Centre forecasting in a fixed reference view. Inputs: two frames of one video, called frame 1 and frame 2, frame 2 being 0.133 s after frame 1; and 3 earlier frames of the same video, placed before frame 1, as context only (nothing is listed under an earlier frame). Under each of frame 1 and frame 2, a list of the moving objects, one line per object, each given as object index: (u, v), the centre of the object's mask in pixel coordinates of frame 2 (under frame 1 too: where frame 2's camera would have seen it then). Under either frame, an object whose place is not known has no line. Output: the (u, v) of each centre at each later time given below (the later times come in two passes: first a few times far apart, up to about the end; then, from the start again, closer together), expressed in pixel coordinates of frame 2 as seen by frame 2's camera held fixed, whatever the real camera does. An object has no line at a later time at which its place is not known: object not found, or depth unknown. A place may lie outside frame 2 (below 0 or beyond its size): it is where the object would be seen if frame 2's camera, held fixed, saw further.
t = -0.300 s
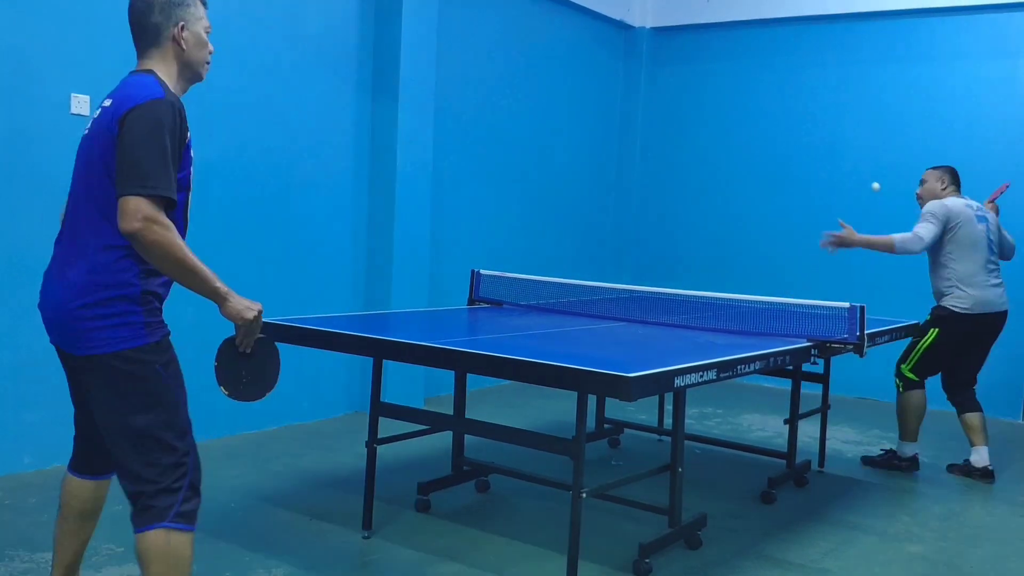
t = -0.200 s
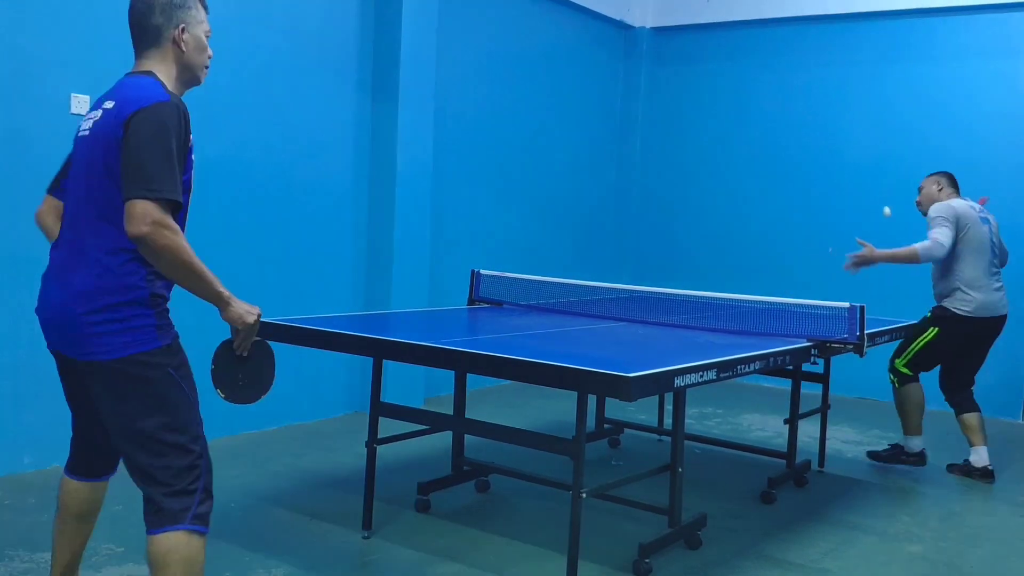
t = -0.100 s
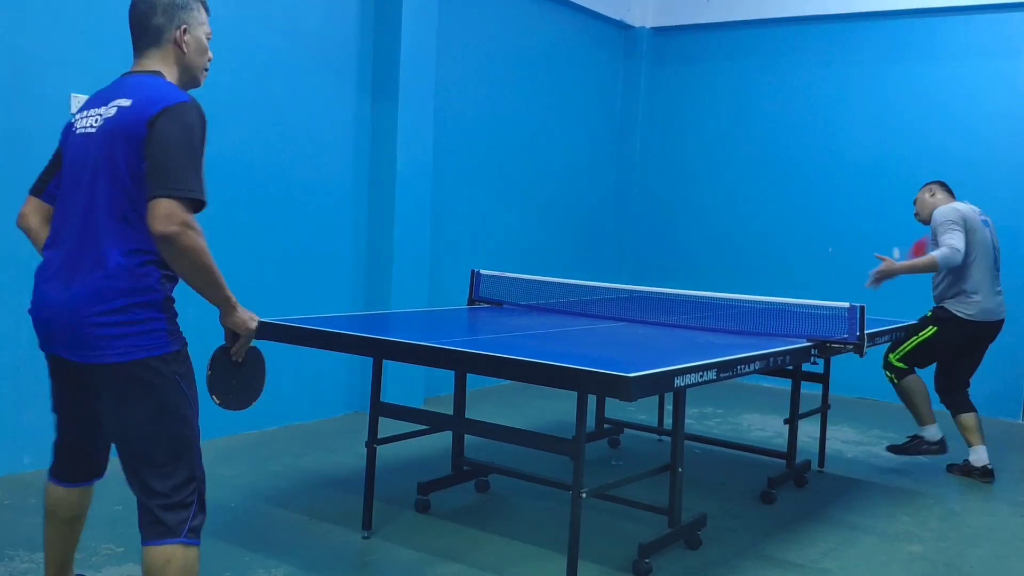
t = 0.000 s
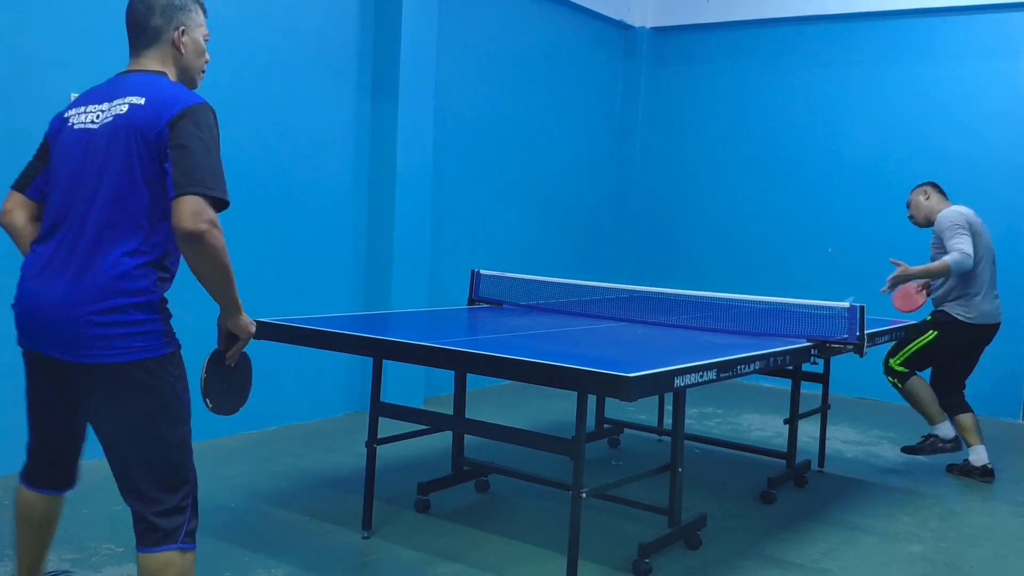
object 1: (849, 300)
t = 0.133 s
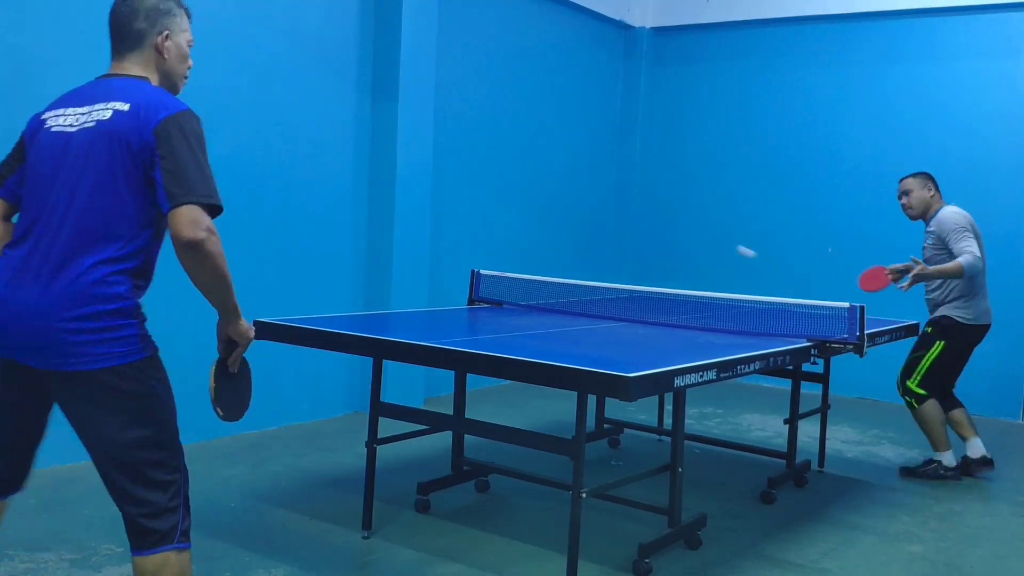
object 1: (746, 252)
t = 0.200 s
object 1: (691, 231)
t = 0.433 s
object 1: (467, 231)
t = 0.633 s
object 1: (250, 291)
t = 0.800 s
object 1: (119, 224)
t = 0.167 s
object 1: (719, 241)
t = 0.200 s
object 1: (691, 231)
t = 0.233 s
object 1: (662, 224)
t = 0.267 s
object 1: (632, 219)
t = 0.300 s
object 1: (601, 216)
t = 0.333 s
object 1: (569, 216)
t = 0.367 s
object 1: (536, 218)
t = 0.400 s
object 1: (502, 224)
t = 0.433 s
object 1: (467, 231)
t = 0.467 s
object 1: (431, 242)
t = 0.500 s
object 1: (394, 256)
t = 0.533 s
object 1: (355, 273)
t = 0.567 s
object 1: (316, 294)
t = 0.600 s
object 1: (277, 310)
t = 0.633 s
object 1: (250, 291)
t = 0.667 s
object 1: (225, 272)
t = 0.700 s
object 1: (199, 255)
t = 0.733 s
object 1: (171, 241)
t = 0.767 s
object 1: (145, 231)
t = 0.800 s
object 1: (119, 224)
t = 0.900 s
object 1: (36, 224)
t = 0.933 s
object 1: (10, 230)
